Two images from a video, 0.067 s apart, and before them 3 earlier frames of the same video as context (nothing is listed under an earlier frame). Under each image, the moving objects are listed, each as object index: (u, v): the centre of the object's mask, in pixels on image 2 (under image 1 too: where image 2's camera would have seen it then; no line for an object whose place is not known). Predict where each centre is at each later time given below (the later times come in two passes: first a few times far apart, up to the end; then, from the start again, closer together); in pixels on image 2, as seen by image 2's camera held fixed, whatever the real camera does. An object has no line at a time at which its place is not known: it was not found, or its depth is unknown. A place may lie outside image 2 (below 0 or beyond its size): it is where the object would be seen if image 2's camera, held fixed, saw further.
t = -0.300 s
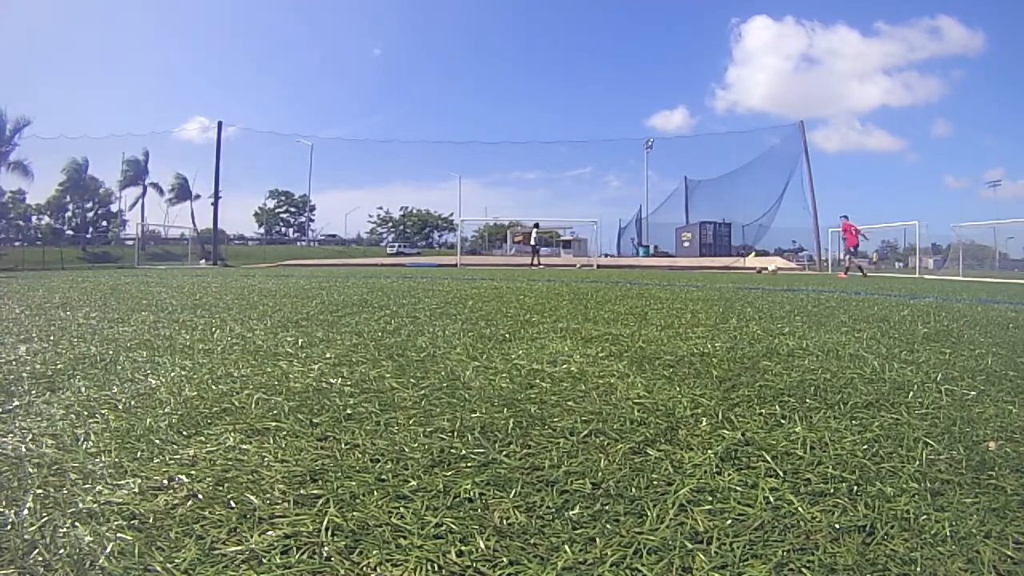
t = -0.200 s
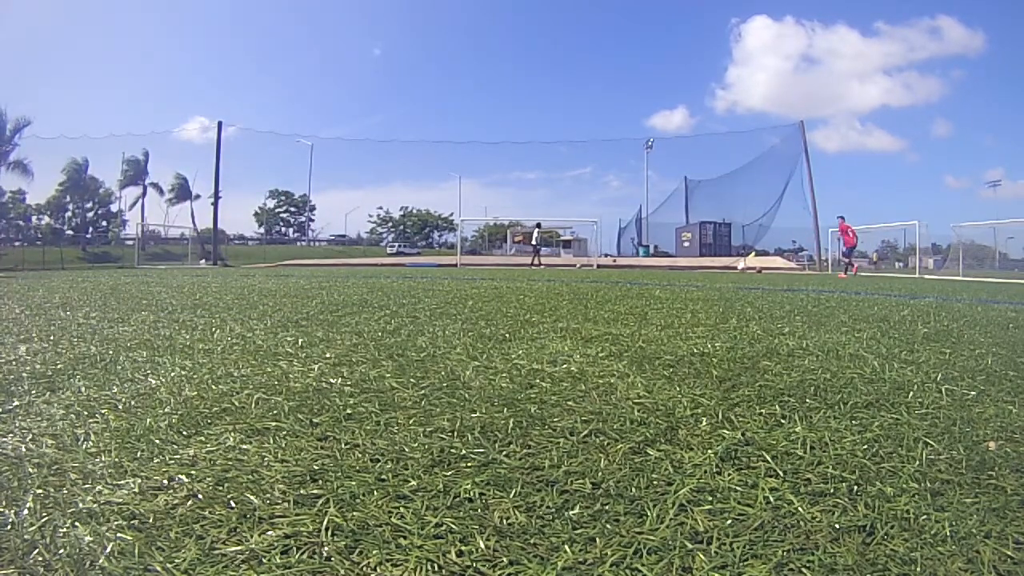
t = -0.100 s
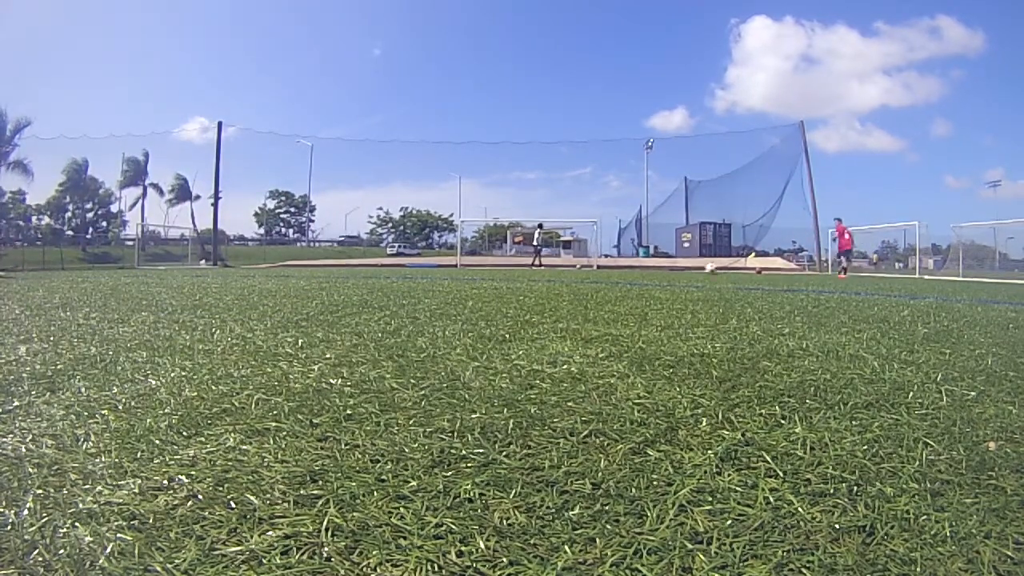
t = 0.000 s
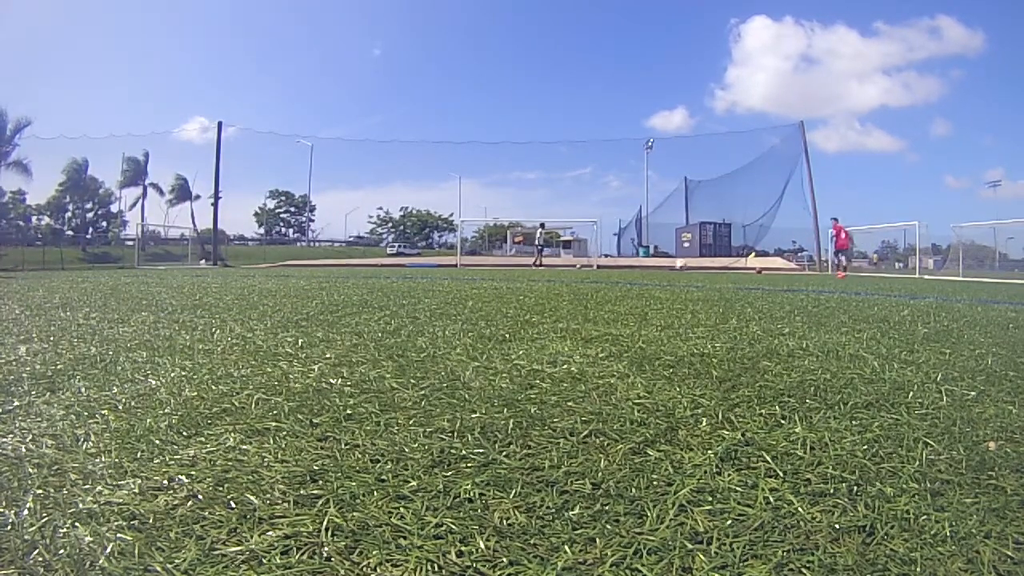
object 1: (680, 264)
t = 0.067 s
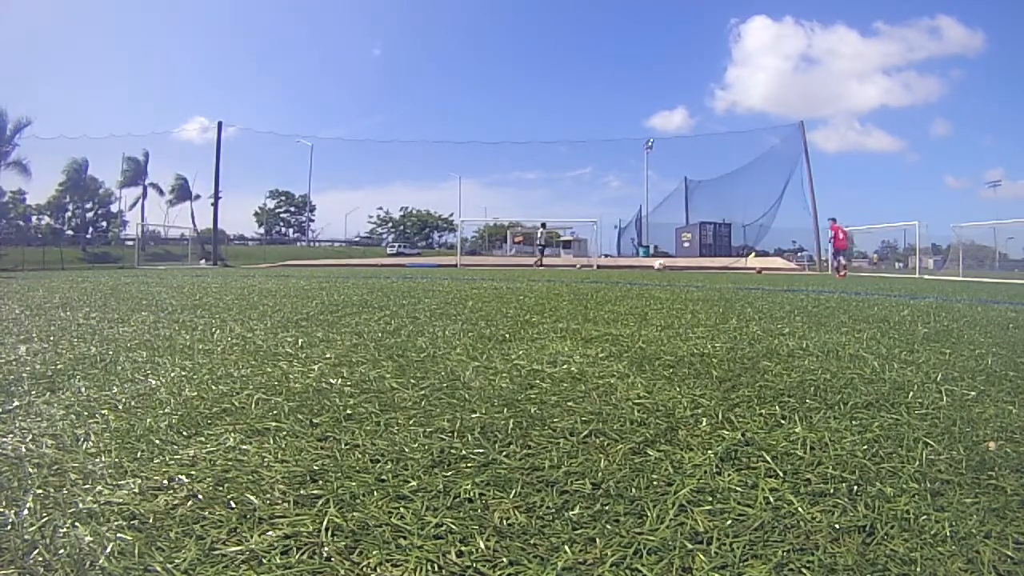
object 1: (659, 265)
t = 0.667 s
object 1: (455, 264)
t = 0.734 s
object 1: (431, 265)
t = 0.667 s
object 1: (455, 264)
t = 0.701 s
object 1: (443, 264)
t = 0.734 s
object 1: (431, 265)
